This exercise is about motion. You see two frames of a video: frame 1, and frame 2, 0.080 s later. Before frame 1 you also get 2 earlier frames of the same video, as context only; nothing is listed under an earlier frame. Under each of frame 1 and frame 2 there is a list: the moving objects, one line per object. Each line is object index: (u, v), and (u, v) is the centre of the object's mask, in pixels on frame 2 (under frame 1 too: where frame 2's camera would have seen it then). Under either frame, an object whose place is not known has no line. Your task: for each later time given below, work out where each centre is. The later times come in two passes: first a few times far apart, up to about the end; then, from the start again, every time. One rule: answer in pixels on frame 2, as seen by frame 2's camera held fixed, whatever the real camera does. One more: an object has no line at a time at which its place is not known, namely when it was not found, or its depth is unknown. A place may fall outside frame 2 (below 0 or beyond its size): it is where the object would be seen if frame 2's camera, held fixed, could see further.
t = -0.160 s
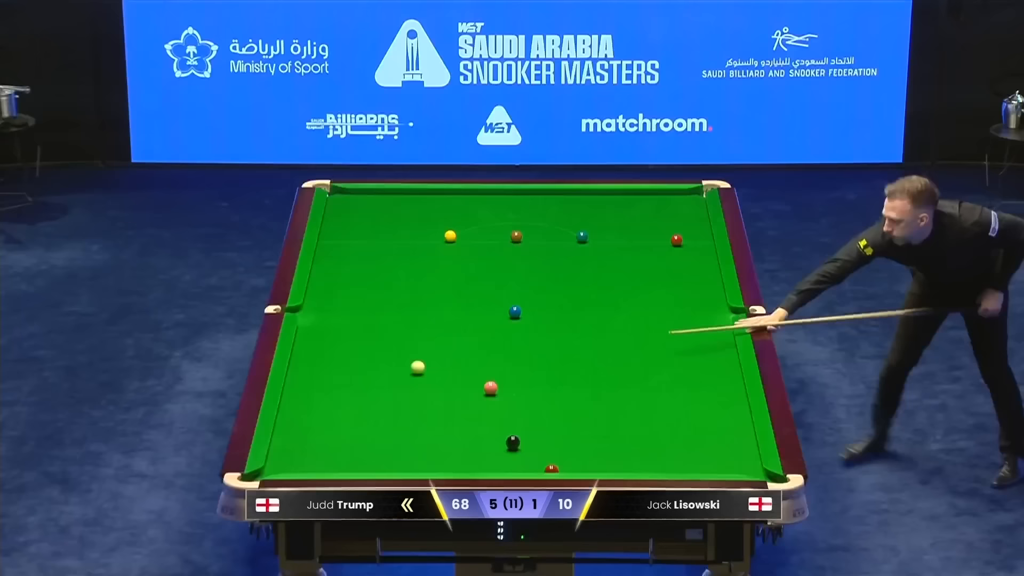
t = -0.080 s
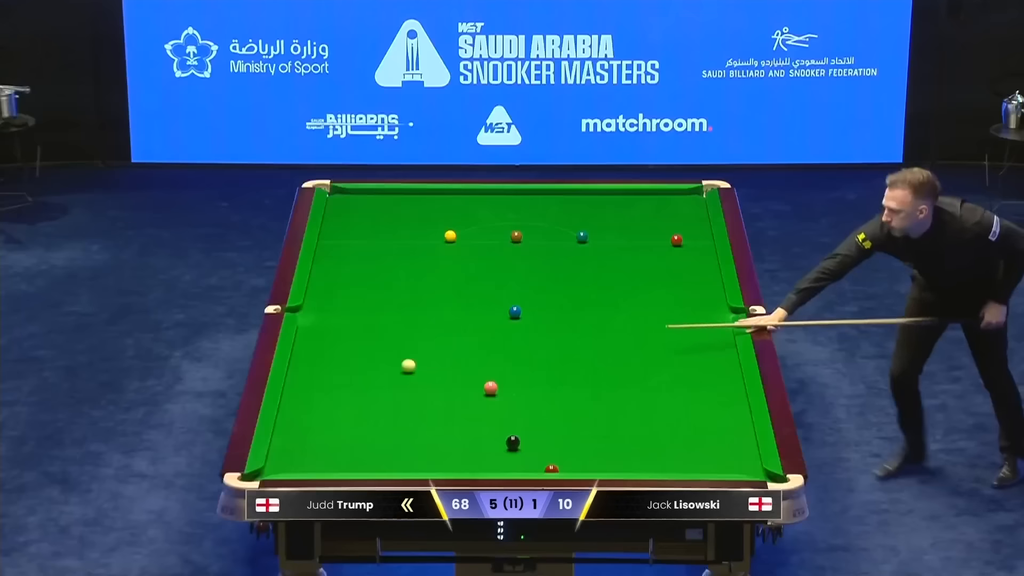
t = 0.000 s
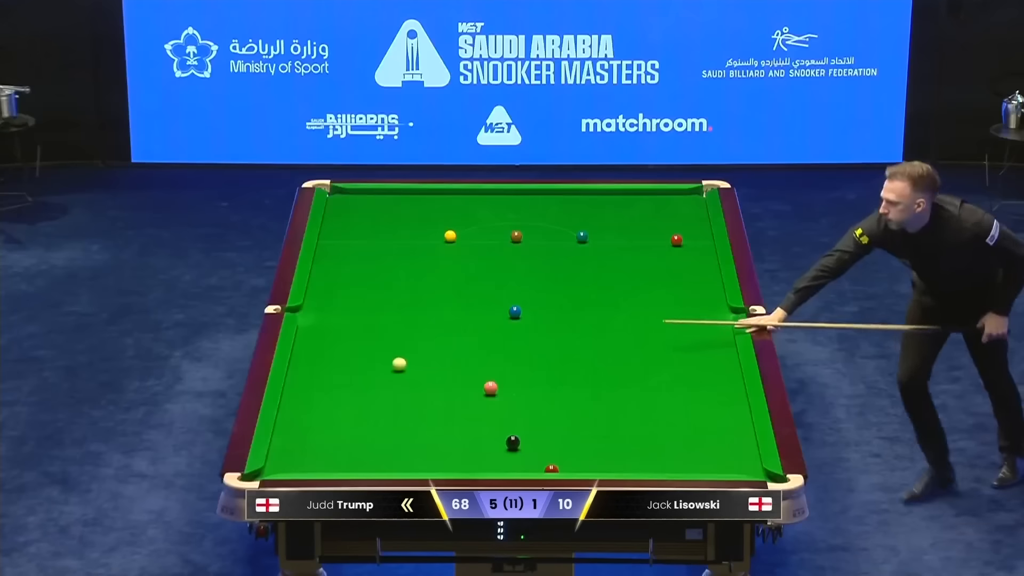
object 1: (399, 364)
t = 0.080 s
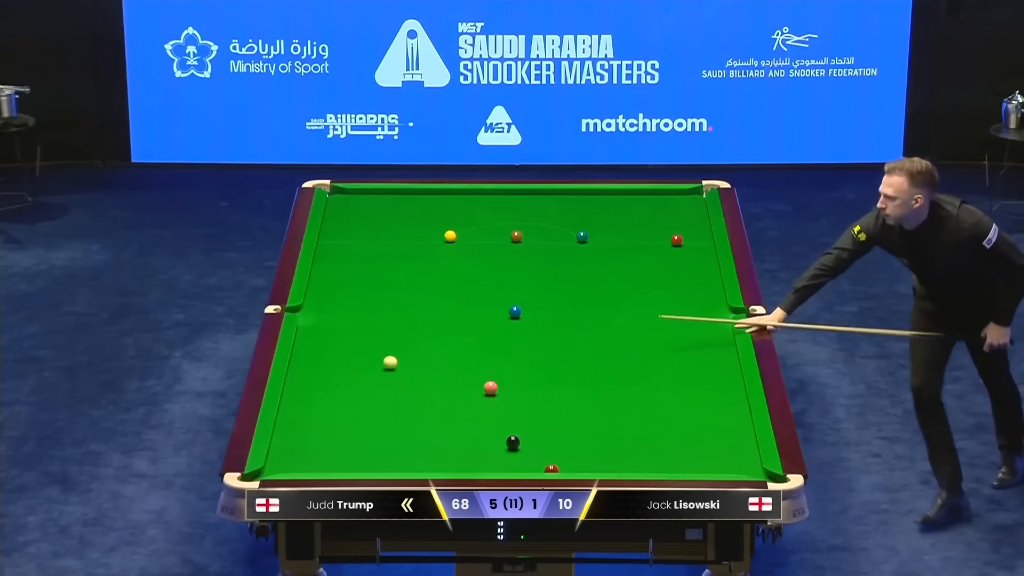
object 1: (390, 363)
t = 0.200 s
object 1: (376, 361)
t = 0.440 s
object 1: (351, 356)
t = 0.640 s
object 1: (330, 352)
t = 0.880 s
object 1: (307, 348)
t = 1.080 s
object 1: (306, 345)
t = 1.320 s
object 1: (320, 341)
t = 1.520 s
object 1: (332, 338)
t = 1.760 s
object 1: (344, 335)
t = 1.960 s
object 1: (353, 332)
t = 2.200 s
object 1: (364, 329)
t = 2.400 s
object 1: (372, 327)
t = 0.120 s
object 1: (385, 362)
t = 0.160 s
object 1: (381, 361)
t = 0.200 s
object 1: (376, 361)
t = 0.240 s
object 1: (372, 360)
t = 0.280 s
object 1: (368, 359)
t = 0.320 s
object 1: (363, 358)
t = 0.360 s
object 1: (359, 357)
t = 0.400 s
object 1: (355, 357)
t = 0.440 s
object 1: (351, 356)
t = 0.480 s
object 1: (346, 355)
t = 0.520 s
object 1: (342, 355)
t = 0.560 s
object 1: (338, 354)
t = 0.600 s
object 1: (334, 353)
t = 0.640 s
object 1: (330, 352)
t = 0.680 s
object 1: (326, 352)
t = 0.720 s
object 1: (322, 351)
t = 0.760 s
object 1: (318, 350)
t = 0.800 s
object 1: (314, 350)
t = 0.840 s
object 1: (311, 349)
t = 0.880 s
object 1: (307, 348)
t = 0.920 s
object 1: (303, 348)
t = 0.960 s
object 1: (299, 347)
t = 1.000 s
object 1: (301, 346)
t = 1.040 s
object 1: (303, 346)
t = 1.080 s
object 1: (306, 345)
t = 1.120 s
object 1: (308, 344)
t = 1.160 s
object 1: (311, 344)
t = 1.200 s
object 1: (313, 343)
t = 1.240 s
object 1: (316, 342)
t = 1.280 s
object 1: (318, 342)
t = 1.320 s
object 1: (320, 341)
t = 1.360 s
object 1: (323, 341)
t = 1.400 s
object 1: (325, 340)
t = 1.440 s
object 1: (327, 339)
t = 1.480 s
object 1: (329, 339)
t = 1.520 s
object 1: (332, 338)
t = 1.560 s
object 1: (334, 337)
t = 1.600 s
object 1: (336, 337)
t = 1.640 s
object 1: (338, 336)
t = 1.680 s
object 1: (340, 336)
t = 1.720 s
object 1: (342, 335)
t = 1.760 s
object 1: (344, 335)
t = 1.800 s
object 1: (346, 334)
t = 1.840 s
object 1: (348, 334)
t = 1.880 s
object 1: (350, 333)
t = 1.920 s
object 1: (352, 333)
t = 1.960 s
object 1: (353, 332)
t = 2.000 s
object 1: (355, 332)
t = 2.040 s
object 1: (357, 331)
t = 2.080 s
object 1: (359, 331)
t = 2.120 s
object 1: (361, 330)
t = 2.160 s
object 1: (362, 330)
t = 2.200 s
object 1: (364, 329)
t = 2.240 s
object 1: (365, 329)
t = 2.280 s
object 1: (367, 328)
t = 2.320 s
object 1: (369, 328)
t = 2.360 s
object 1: (370, 327)
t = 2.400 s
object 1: (372, 327)
